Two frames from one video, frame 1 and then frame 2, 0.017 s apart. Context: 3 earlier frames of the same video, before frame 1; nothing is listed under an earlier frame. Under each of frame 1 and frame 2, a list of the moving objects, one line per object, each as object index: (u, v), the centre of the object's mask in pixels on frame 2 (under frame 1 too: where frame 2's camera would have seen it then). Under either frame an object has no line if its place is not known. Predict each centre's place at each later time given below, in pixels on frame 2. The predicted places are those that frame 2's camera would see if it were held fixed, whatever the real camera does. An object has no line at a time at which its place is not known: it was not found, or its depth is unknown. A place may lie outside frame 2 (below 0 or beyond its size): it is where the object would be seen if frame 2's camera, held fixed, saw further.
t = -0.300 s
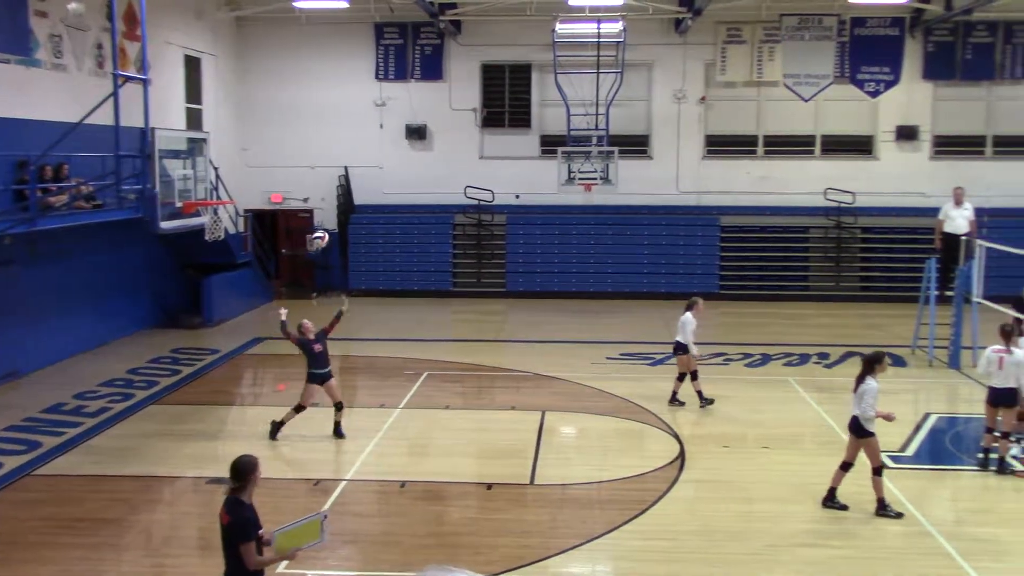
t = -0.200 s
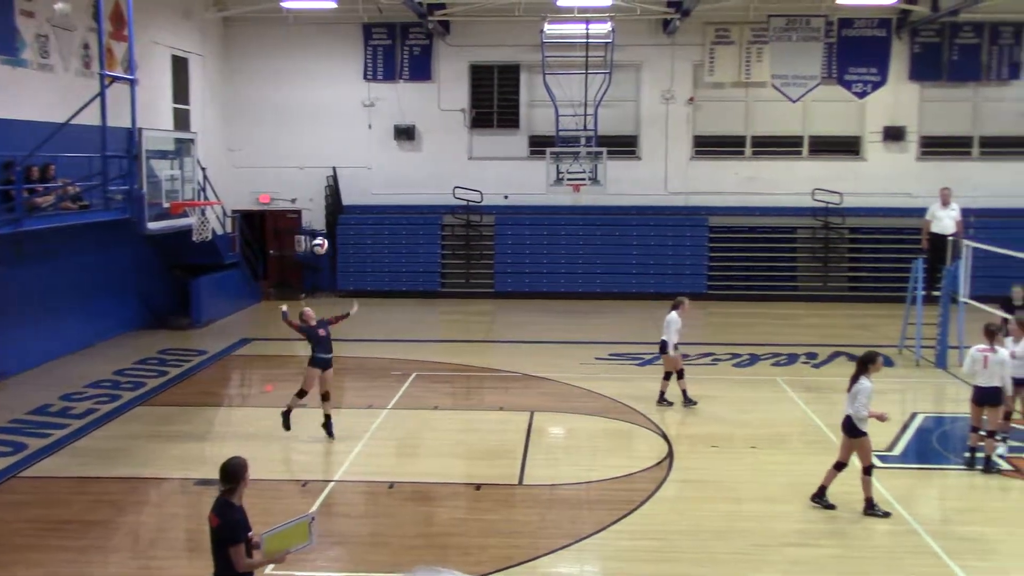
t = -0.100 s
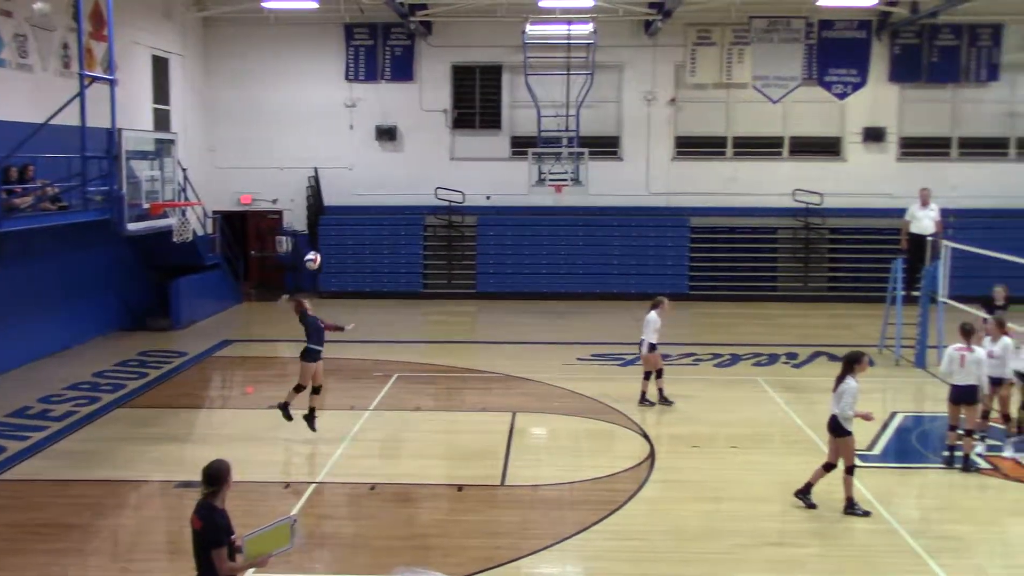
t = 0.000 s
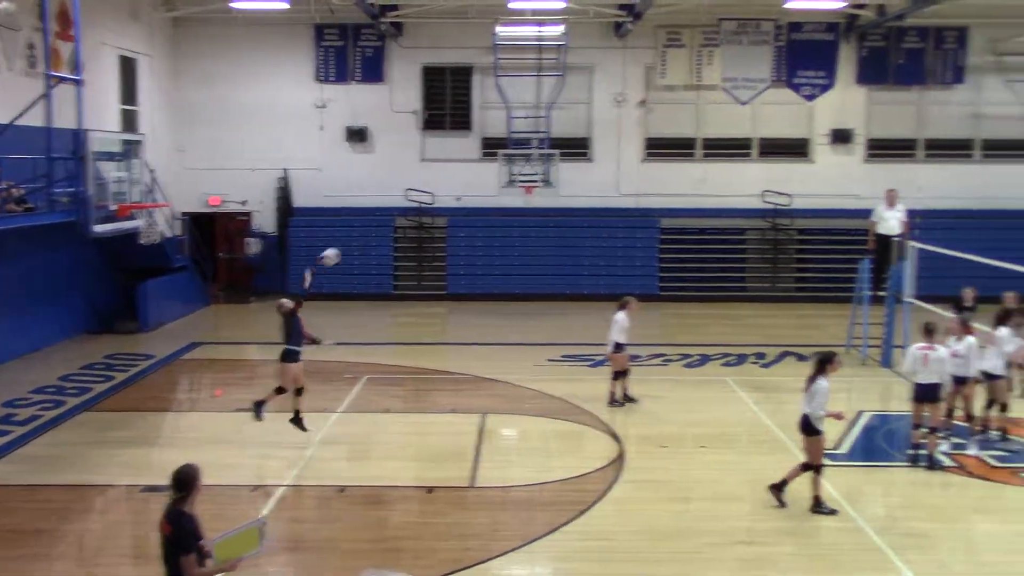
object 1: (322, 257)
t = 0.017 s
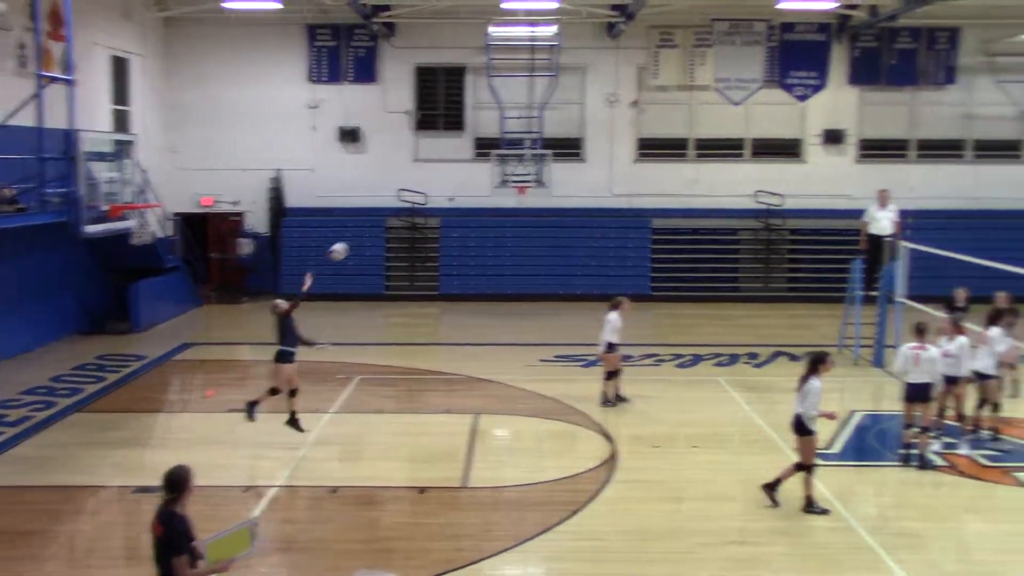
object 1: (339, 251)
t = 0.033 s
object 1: (354, 246)
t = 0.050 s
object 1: (369, 240)
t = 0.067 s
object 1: (383, 235)
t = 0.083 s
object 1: (397, 230)
